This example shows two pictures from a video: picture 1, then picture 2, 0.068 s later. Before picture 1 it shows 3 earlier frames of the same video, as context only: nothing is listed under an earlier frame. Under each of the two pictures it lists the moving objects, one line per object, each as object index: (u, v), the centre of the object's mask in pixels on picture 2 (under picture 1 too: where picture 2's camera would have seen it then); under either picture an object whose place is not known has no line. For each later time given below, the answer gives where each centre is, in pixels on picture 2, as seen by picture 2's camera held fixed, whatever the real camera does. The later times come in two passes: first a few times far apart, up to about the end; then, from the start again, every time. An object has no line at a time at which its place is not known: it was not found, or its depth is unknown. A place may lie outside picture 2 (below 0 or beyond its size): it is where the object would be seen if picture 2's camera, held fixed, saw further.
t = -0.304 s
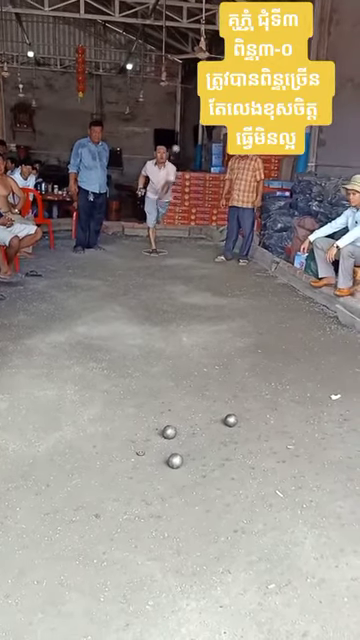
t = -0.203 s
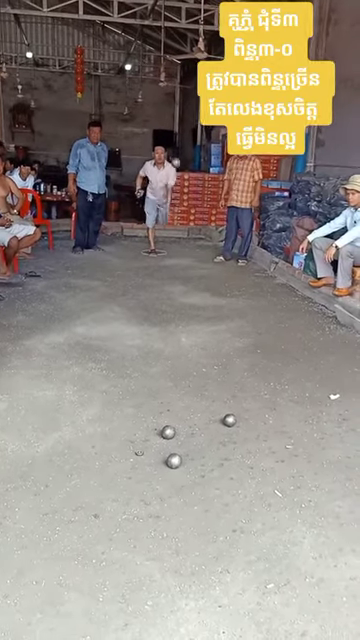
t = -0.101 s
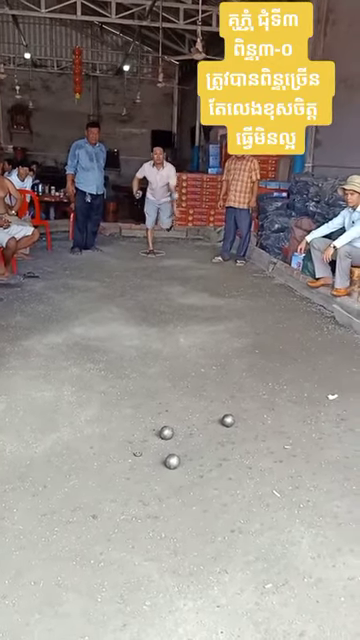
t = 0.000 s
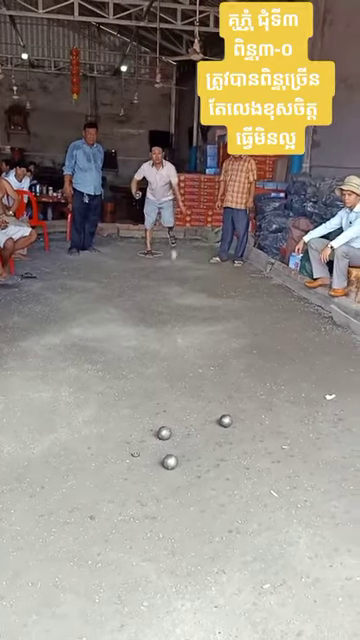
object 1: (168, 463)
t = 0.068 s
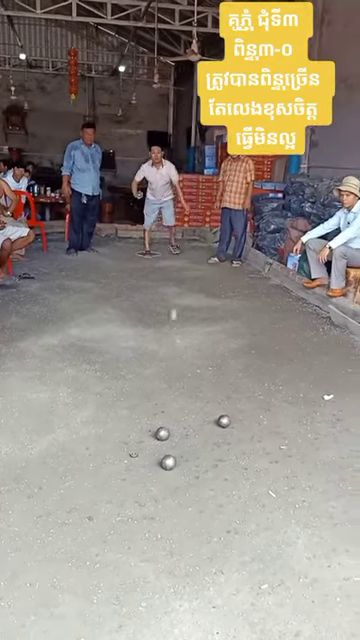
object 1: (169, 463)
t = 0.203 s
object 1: (164, 466)
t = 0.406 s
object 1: (119, 535)
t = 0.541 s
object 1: (72, 617)
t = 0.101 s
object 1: (168, 463)
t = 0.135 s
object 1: (168, 463)
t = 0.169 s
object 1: (169, 463)
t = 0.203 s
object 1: (164, 466)
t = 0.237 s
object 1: (157, 469)
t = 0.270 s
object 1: (151, 475)
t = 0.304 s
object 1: (144, 484)
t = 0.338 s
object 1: (136, 498)
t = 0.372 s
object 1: (128, 515)
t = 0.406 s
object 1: (119, 535)
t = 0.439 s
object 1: (109, 560)
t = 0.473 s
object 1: (97, 578)
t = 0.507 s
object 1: (85, 598)
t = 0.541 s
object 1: (72, 617)
